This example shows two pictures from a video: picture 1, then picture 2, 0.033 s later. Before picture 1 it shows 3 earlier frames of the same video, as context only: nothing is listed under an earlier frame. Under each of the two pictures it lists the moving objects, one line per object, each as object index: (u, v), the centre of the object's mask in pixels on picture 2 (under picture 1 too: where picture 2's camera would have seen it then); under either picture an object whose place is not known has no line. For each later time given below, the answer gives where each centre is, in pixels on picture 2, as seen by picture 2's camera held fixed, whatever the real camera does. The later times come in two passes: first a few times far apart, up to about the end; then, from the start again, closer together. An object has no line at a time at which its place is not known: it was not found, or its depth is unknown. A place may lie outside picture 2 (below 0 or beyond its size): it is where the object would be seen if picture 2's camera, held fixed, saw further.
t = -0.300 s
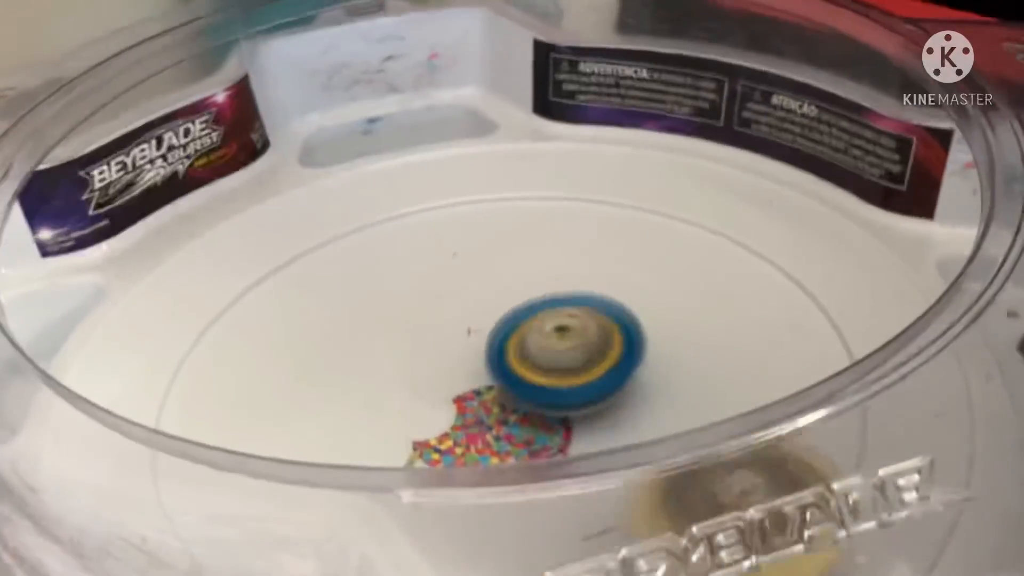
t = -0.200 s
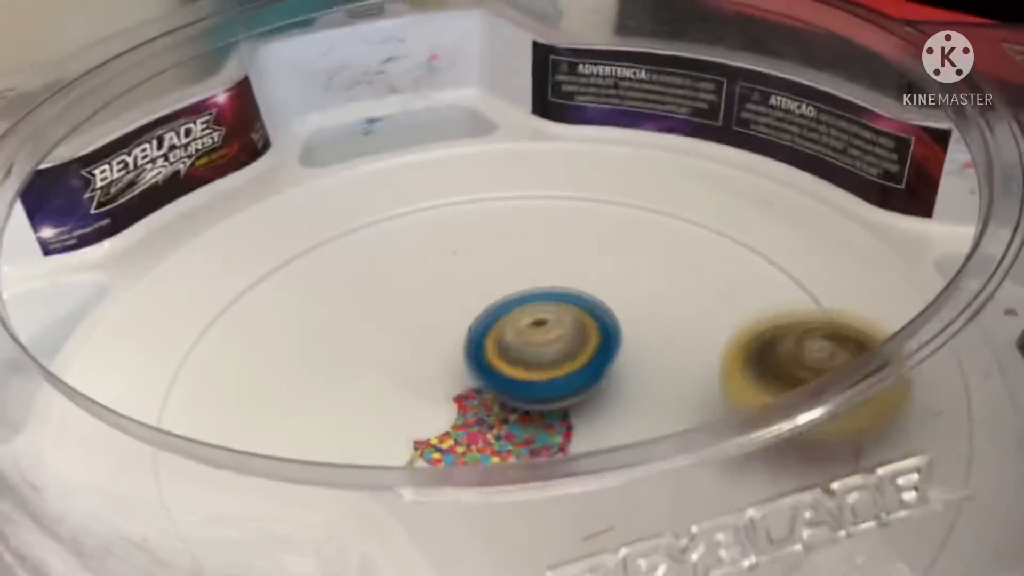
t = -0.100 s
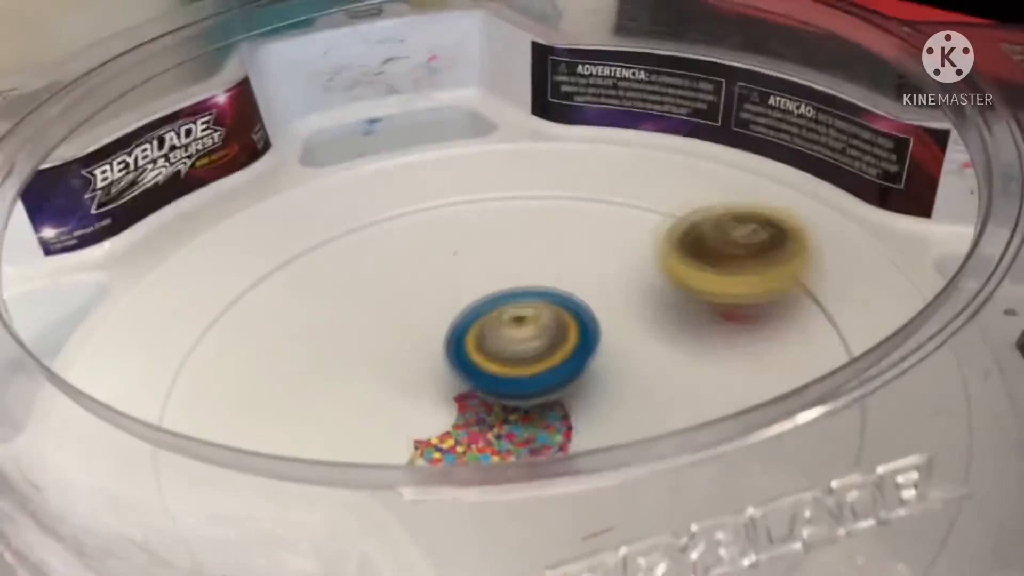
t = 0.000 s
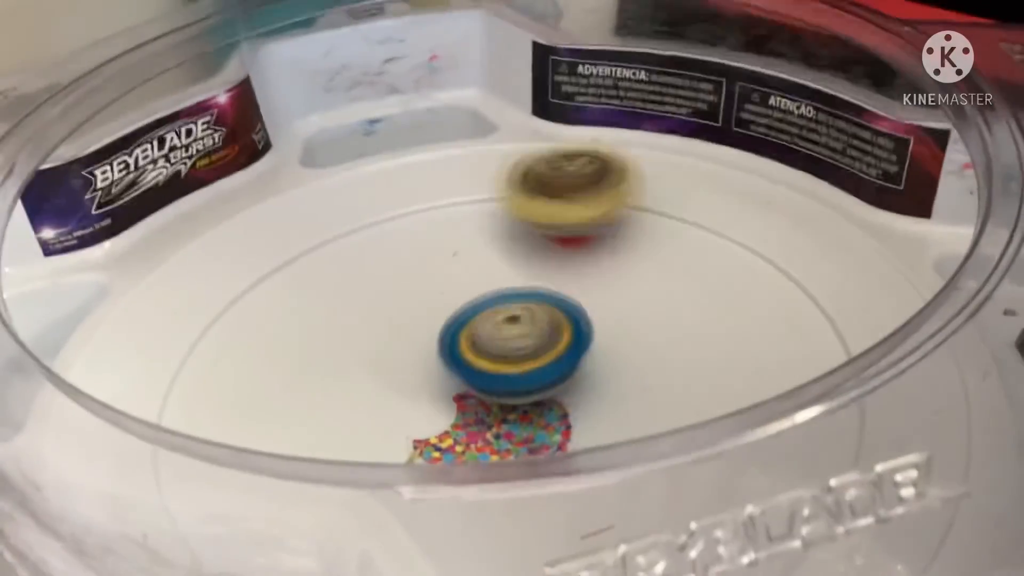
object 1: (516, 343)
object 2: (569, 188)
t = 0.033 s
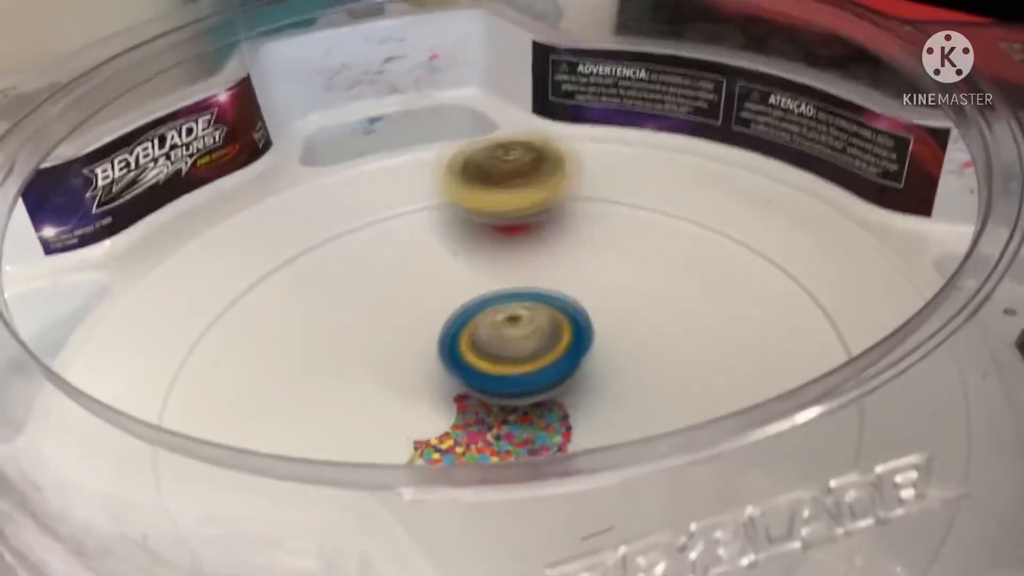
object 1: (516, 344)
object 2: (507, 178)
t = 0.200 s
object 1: (520, 355)
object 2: (221, 276)
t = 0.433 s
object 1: (511, 374)
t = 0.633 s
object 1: (500, 377)
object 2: (804, 385)
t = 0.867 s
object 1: (490, 377)
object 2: (532, 181)
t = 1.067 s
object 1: (484, 368)
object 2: (201, 305)
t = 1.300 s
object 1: (476, 358)
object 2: (438, 542)
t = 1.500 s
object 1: (479, 352)
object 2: (769, 442)
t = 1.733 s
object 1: (488, 347)
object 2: (520, 206)
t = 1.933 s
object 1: (494, 347)
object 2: (208, 297)
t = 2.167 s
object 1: (505, 349)
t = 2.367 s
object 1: (517, 348)
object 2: (762, 444)
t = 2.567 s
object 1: (524, 355)
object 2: (622, 199)
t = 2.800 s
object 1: (511, 364)
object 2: (241, 263)
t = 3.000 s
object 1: (504, 374)
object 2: (217, 486)
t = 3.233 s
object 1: (506, 382)
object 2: (557, 526)
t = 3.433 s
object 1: (508, 386)
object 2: (668, 290)
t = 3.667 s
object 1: (513, 385)
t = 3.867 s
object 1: (501, 379)
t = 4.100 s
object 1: (496, 364)
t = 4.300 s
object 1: (497, 363)
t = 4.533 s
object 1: (494, 352)
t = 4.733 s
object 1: (495, 342)
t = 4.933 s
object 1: (494, 340)
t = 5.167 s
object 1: (514, 341)
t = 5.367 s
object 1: (532, 340)
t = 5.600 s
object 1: (543, 340)
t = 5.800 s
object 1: (548, 340)
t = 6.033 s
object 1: (544, 339)
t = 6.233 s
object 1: (537, 334)
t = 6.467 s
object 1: (530, 317)
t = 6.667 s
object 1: (513, 315)
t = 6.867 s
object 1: (508, 303)
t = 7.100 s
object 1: (506, 296)
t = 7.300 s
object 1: (509, 291)
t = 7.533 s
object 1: (505, 296)
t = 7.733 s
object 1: (498, 312)
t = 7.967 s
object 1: (493, 326)
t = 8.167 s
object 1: (499, 328)
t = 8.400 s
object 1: (511, 325)
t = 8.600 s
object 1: (520, 303)
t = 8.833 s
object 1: (517, 301)
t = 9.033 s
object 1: (524, 302)
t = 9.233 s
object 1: (536, 305)
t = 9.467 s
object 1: (553, 312)
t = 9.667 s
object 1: (564, 322)
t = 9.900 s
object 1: (571, 337)
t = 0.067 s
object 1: (516, 346)
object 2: (444, 174)
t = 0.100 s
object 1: (517, 347)
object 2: (384, 181)
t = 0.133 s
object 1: (517, 350)
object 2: (326, 206)
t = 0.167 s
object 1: (518, 352)
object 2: (274, 235)
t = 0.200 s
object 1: (520, 355)
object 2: (221, 276)
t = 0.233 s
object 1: (519, 359)
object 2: (187, 324)
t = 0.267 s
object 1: (520, 360)
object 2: (176, 368)
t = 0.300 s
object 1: (518, 367)
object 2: (176, 434)
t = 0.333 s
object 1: (517, 368)
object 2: (199, 516)
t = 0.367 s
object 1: (514, 371)
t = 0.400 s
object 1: (512, 373)
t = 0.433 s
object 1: (511, 374)
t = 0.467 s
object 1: (509, 375)
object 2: (528, 537)
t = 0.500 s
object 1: (506, 376)
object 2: (602, 523)
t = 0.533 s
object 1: (505, 377)
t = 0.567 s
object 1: (504, 377)
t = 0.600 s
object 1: (502, 378)
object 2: (793, 446)
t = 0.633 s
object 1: (500, 377)
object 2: (804, 385)
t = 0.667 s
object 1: (499, 376)
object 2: (794, 341)
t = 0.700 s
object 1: (498, 374)
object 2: (788, 309)
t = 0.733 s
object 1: (496, 375)
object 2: (750, 270)
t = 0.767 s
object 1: (495, 374)
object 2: (708, 238)
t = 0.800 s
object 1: (493, 374)
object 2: (654, 213)
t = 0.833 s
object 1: (492, 373)
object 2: (594, 193)
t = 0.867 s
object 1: (490, 377)
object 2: (532, 181)
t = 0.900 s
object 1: (490, 373)
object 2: (470, 176)
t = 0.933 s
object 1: (489, 373)
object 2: (407, 176)
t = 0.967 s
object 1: (488, 373)
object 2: (353, 199)
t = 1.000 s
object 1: (487, 371)
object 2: (293, 221)
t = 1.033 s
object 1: (486, 368)
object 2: (241, 259)
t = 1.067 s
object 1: (484, 368)
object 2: (201, 305)
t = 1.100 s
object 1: (482, 367)
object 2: (177, 356)
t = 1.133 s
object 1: (481, 363)
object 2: (174, 409)
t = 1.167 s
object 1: (479, 363)
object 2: (188, 466)
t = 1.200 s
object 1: (478, 359)
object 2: (229, 524)
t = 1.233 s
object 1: (477, 361)
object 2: (294, 532)
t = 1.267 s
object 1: (477, 358)
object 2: (370, 538)
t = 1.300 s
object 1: (476, 358)
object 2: (438, 542)
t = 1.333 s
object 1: (476, 357)
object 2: (505, 540)
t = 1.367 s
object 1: (477, 356)
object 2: (564, 530)
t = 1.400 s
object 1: (476, 356)
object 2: (628, 513)
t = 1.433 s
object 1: (477, 356)
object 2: (687, 495)
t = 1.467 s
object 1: (478, 354)
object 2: (744, 478)
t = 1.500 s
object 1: (479, 352)
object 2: (769, 442)
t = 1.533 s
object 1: (480, 351)
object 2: (747, 367)
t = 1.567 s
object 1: (481, 351)
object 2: (751, 341)
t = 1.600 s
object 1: (483, 350)
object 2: (724, 302)
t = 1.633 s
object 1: (484, 349)
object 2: (686, 269)
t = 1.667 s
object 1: (486, 348)
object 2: (635, 241)
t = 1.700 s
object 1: (486, 347)
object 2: (581, 218)
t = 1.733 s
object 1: (488, 347)
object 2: (520, 206)
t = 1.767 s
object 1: (490, 347)
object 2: (457, 197)
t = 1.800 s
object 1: (491, 345)
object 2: (397, 196)
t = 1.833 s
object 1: (492, 346)
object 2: (337, 201)
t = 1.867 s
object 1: (493, 345)
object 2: (291, 226)
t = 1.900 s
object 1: (493, 347)
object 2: (247, 257)
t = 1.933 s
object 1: (494, 347)
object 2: (208, 297)
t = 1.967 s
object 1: (493, 348)
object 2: (183, 340)
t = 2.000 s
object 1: (496, 346)
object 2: (178, 375)
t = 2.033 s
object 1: (498, 348)
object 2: (178, 433)
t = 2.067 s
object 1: (500, 346)
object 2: (199, 488)
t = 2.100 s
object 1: (502, 350)
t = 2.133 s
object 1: (505, 346)
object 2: (304, 534)
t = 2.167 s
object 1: (505, 349)
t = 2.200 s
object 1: (510, 346)
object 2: (441, 541)
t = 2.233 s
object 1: (511, 348)
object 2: (513, 538)
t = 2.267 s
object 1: (514, 348)
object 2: (582, 525)
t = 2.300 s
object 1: (515, 347)
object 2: (654, 505)
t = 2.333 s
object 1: (515, 348)
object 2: (720, 484)
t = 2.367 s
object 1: (517, 348)
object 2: (762, 444)
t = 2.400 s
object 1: (517, 351)
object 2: (751, 364)
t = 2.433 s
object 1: (519, 352)
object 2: (761, 333)
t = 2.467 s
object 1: (520, 352)
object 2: (744, 291)
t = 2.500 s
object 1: (522, 354)
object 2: (713, 258)
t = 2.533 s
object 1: (523, 356)
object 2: (669, 223)
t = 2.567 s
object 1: (524, 355)
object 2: (622, 199)
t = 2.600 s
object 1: (523, 356)
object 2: (567, 181)
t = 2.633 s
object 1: (521, 356)
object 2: (513, 170)
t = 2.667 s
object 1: (519, 357)
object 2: (451, 170)
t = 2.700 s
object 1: (518, 359)
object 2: (395, 185)
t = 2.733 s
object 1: (516, 361)
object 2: (339, 204)
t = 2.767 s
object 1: (514, 362)
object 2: (289, 229)
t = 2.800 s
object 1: (511, 364)
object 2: (241, 263)
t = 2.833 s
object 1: (509, 367)
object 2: (208, 299)
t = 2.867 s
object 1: (507, 370)
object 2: (185, 341)
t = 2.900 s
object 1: (505, 372)
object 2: (175, 373)
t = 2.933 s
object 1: (504, 371)
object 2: (177, 415)
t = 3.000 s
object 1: (504, 374)
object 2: (217, 486)
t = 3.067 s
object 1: (502, 379)
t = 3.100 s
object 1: (503, 377)
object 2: (340, 533)
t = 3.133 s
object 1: (503, 380)
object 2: (391, 534)
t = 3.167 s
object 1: (504, 382)
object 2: (445, 538)
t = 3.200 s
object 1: (504, 382)
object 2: (505, 535)
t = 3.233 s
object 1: (506, 382)
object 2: (557, 526)
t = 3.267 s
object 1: (506, 384)
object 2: (619, 494)
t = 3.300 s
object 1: (507, 385)
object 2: (664, 475)
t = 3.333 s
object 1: (509, 385)
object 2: (676, 392)
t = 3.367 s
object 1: (508, 385)
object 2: (695, 368)
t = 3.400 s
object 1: (508, 385)
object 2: (692, 331)
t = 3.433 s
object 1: (508, 386)
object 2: (668, 290)
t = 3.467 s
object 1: (508, 386)
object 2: (638, 258)
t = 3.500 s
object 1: (509, 387)
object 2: (603, 229)
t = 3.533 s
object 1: (510, 387)
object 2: (558, 208)
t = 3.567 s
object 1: (511, 386)
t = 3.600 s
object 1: (513, 387)
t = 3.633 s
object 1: (512, 387)
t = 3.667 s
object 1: (513, 385)
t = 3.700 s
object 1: (512, 384)
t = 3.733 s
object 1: (510, 383)
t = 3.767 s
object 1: (508, 381)
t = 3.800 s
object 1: (506, 381)
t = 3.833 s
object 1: (504, 380)
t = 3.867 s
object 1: (501, 379)
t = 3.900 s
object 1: (500, 374)
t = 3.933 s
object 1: (498, 372)
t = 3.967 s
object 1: (498, 371)
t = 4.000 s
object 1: (497, 369)
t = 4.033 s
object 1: (496, 369)
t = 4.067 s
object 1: (495, 367)
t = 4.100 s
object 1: (496, 364)
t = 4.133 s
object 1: (497, 364)
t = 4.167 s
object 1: (497, 362)
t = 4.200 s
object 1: (496, 362)
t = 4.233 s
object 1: (498, 362)
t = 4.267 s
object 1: (497, 362)
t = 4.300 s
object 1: (497, 363)
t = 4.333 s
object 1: (496, 362)
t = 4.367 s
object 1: (495, 360)
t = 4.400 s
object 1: (494, 359)
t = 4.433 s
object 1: (493, 358)
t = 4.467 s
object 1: (492, 357)
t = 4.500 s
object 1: (493, 354)
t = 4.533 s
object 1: (494, 352)
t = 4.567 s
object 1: (493, 353)
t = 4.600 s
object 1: (495, 350)
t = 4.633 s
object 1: (496, 346)
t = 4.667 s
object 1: (495, 346)
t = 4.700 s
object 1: (495, 342)
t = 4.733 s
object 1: (495, 342)
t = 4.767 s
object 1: (495, 342)
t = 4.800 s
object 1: (495, 342)
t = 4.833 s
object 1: (495, 343)
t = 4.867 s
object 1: (494, 342)
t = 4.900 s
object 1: (495, 340)
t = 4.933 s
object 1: (494, 340)
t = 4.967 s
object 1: (493, 343)
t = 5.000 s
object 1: (494, 342)
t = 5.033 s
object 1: (499, 343)
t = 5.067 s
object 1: (503, 342)
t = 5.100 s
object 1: (507, 342)
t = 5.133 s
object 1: (511, 342)
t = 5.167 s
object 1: (514, 341)
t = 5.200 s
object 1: (516, 343)
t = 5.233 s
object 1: (518, 341)
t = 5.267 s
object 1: (523, 340)
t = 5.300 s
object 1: (527, 340)
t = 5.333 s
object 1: (530, 339)
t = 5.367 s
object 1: (532, 340)
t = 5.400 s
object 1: (534, 340)
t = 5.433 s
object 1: (536, 340)
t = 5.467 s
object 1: (538, 339)
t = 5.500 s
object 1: (539, 341)
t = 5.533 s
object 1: (541, 340)
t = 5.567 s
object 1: (542, 339)
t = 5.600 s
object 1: (543, 340)
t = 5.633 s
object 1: (545, 341)
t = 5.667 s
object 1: (546, 341)
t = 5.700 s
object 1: (547, 340)
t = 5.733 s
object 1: (548, 340)
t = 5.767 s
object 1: (548, 340)
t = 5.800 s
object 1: (548, 340)
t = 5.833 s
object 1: (547, 341)
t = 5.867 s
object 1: (546, 340)
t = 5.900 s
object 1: (546, 340)
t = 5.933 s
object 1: (546, 339)
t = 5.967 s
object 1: (545, 341)
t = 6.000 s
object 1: (544, 339)
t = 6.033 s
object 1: (544, 339)
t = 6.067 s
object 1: (543, 339)
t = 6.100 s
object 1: (542, 338)
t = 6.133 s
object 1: (541, 337)
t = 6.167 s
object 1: (540, 337)
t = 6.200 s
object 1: (539, 335)
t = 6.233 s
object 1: (537, 334)
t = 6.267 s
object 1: (535, 332)
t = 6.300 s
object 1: (534, 331)
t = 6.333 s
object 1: (531, 329)
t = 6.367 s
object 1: (532, 326)
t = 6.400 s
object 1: (533, 321)
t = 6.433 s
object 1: (532, 319)
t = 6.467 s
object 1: (530, 317)
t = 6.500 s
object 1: (527, 316)
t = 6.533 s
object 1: (523, 316)
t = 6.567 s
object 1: (520, 316)
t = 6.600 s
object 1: (518, 316)
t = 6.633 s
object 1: (515, 316)
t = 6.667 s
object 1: (513, 315)
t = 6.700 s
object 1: (511, 315)
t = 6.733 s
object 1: (509, 316)
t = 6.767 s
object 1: (509, 312)
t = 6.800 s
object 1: (510, 308)
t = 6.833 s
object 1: (508, 307)
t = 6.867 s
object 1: (508, 303)
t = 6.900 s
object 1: (507, 302)
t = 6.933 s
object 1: (507, 302)
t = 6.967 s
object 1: (507, 302)
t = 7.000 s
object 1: (506, 301)
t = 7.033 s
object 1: (505, 300)
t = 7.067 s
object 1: (504, 298)
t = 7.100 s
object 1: (506, 296)
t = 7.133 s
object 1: (507, 296)
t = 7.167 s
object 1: (507, 294)
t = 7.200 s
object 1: (508, 294)
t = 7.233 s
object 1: (509, 294)
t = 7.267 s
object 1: (509, 293)
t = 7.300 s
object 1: (509, 291)
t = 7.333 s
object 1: (509, 291)
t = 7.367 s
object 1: (509, 290)
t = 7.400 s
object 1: (508, 292)
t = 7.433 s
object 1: (507, 291)
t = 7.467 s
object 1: (507, 292)
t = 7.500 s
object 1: (506, 294)
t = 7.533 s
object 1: (505, 296)
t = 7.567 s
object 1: (504, 299)
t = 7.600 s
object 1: (503, 302)
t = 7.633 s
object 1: (502, 305)
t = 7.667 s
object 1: (501, 307)
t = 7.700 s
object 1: (499, 310)
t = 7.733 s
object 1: (498, 312)
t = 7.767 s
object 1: (498, 315)
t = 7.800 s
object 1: (497, 317)
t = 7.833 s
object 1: (496, 319)
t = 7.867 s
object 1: (496, 321)
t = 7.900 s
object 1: (495, 324)
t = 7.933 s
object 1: (493, 324)
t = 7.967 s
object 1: (493, 326)
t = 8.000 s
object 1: (496, 326)
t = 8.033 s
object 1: (498, 327)
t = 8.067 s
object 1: (500, 325)
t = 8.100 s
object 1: (499, 326)
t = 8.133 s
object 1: (499, 326)
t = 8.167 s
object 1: (499, 328)
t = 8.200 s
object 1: (500, 328)
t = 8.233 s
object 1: (503, 327)
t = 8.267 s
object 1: (507, 328)
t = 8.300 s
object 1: (512, 327)
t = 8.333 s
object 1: (511, 327)
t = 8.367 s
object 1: (511, 325)
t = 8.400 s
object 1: (511, 325)
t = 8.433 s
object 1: (513, 322)
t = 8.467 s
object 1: (513, 321)
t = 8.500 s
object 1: (514, 319)
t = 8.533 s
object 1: (519, 311)
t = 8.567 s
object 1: (520, 305)
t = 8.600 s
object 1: (520, 303)
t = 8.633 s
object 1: (519, 302)
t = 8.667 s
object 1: (519, 299)
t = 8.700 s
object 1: (518, 300)
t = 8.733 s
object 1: (518, 300)
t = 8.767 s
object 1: (517, 299)
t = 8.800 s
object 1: (517, 300)
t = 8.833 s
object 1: (517, 301)
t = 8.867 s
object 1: (516, 302)
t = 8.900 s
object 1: (516, 303)
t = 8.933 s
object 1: (516, 306)
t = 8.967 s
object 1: (518, 302)
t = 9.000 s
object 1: (521, 304)
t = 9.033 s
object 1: (524, 302)
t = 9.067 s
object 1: (526, 302)
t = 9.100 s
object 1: (527, 303)
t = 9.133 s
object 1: (529, 302)
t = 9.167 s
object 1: (532, 303)
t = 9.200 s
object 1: (534, 302)
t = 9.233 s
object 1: (536, 305)
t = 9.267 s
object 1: (538, 305)
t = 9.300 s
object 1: (539, 307)
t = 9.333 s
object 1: (540, 308)
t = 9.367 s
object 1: (544, 310)
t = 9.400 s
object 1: (546, 310)
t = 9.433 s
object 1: (547, 313)
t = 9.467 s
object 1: (553, 312)
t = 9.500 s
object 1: (557, 314)
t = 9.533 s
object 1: (558, 316)
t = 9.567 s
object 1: (560, 317)
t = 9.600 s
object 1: (561, 318)
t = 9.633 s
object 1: (562, 321)
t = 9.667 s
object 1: (564, 322)
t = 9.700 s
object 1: (566, 324)
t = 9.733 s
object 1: (569, 326)
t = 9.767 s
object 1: (570, 327)
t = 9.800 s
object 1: (570, 329)
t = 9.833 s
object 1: (570, 332)
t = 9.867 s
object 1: (569, 335)
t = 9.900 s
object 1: (571, 337)
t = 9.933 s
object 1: (572, 340)
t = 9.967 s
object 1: (573, 341)
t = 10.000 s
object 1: (573, 343)
